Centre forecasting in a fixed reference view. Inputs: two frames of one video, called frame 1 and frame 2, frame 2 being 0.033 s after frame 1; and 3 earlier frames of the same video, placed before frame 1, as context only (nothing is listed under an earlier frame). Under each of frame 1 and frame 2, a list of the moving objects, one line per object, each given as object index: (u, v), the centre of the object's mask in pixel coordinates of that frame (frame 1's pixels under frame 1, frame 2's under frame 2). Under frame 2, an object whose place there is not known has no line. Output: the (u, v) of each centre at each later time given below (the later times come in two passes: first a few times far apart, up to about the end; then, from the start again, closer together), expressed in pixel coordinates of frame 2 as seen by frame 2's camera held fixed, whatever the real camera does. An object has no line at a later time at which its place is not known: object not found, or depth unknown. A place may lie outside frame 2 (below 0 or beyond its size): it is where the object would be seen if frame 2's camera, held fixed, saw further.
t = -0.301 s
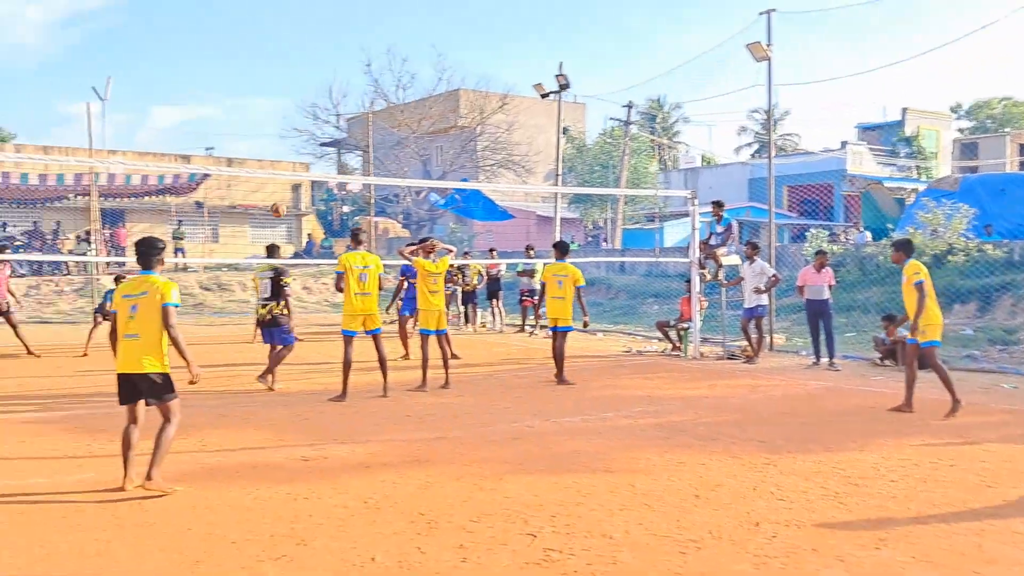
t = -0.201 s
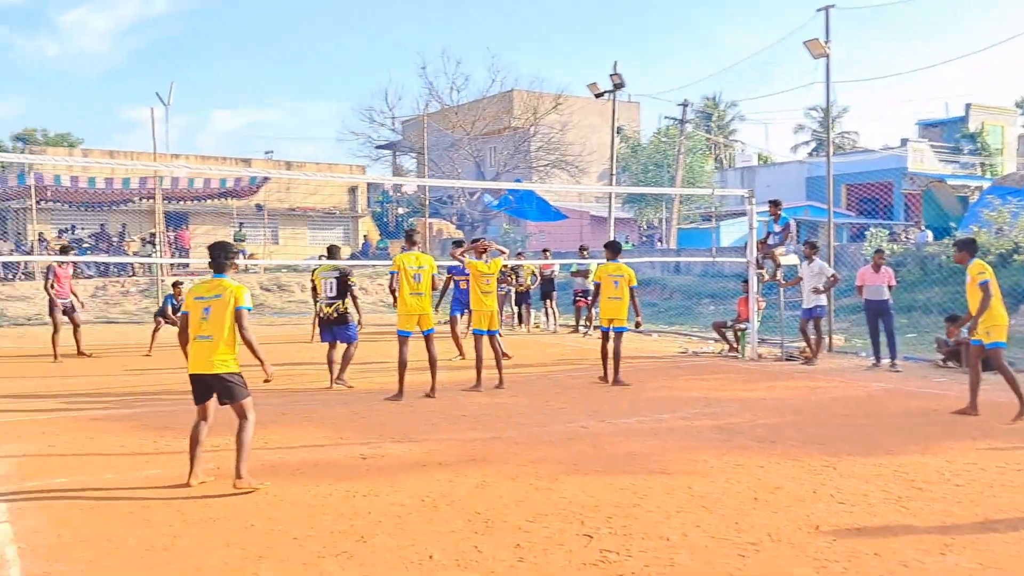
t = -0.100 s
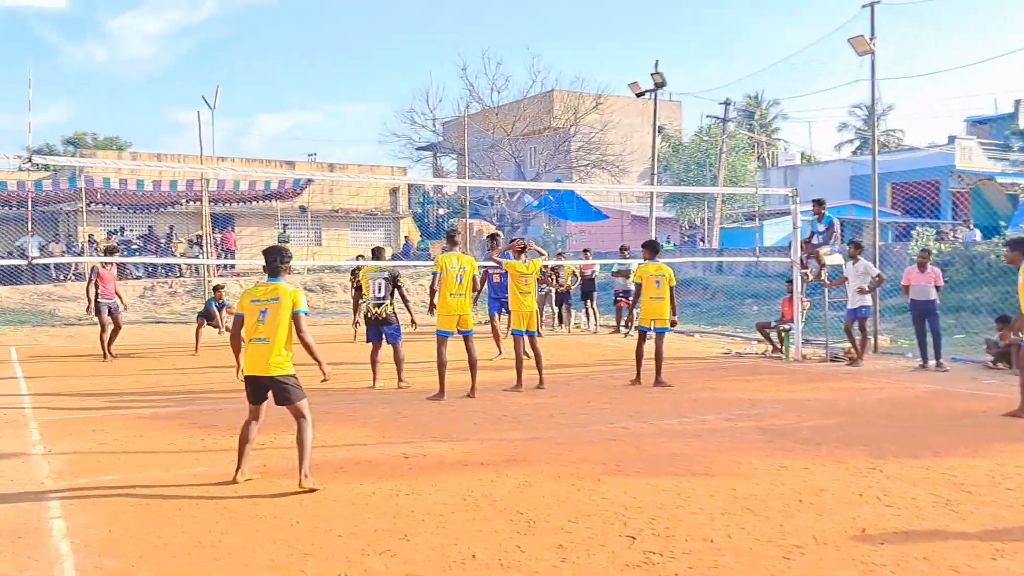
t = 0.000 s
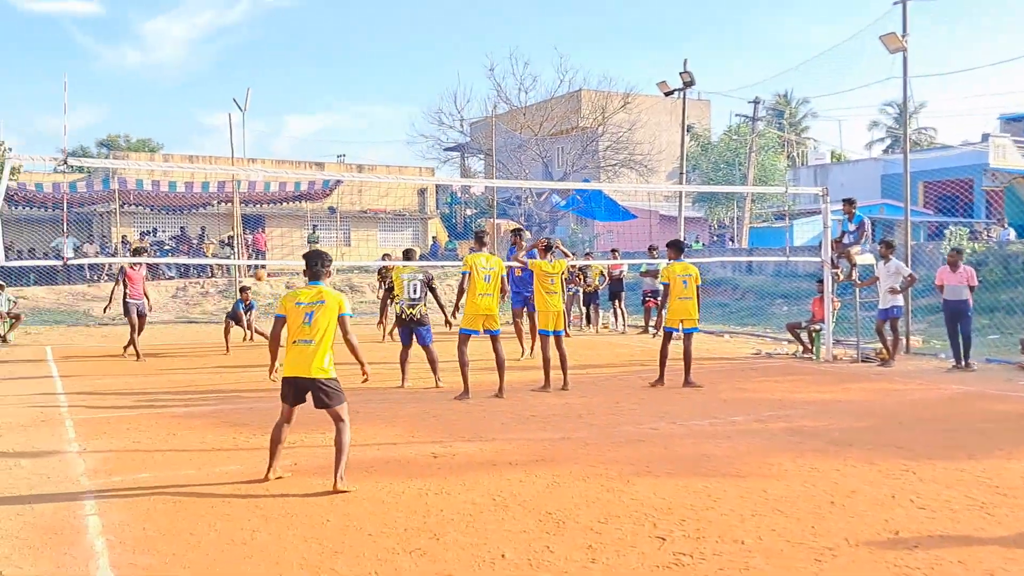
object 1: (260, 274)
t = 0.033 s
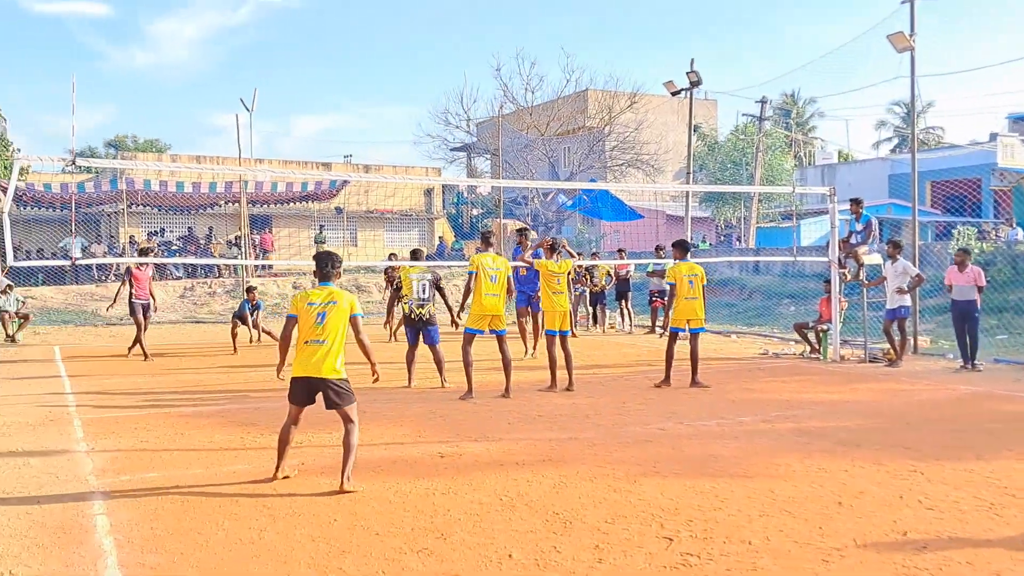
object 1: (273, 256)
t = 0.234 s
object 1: (287, 179)
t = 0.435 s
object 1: (302, 114)
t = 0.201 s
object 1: (286, 189)
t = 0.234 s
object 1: (287, 179)
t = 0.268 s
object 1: (290, 163)
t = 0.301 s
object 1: (293, 153)
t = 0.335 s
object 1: (296, 142)
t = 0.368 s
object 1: (298, 132)
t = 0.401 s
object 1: (300, 122)
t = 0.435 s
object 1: (302, 114)
